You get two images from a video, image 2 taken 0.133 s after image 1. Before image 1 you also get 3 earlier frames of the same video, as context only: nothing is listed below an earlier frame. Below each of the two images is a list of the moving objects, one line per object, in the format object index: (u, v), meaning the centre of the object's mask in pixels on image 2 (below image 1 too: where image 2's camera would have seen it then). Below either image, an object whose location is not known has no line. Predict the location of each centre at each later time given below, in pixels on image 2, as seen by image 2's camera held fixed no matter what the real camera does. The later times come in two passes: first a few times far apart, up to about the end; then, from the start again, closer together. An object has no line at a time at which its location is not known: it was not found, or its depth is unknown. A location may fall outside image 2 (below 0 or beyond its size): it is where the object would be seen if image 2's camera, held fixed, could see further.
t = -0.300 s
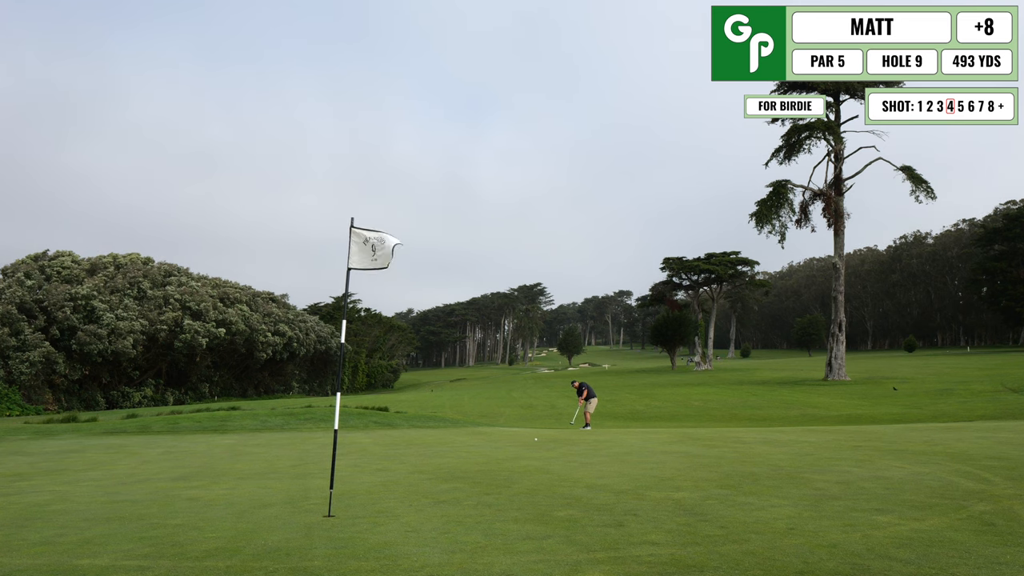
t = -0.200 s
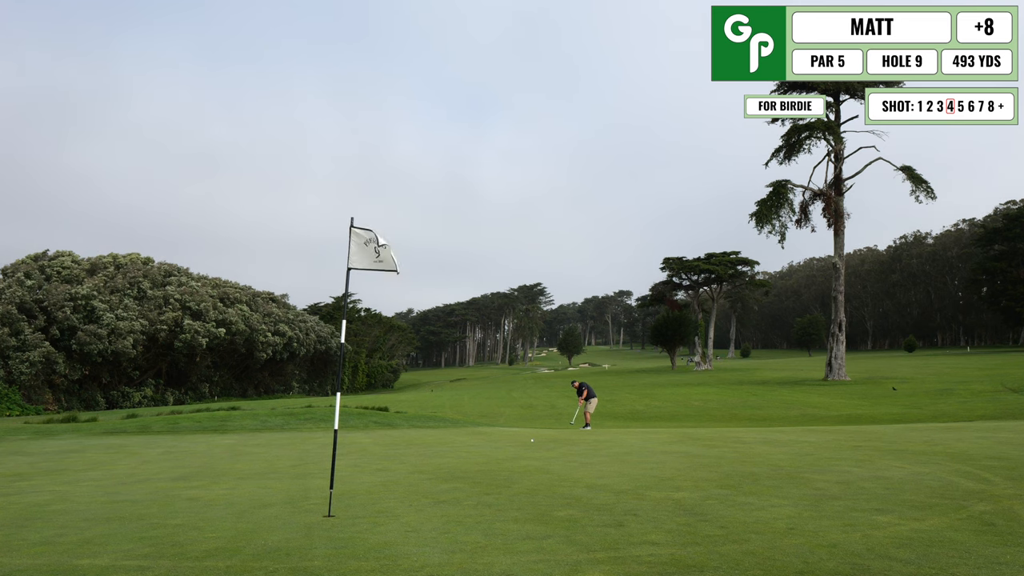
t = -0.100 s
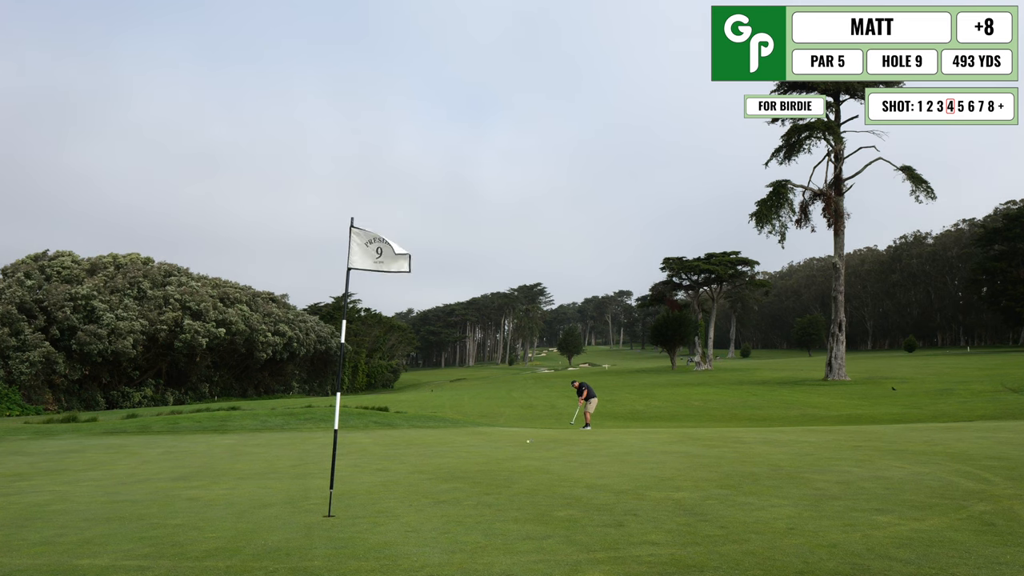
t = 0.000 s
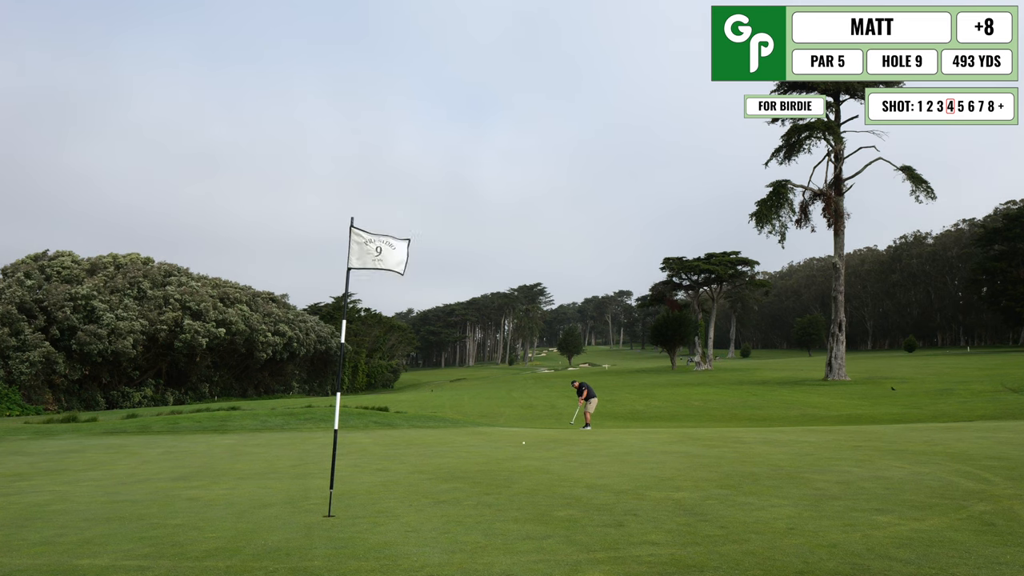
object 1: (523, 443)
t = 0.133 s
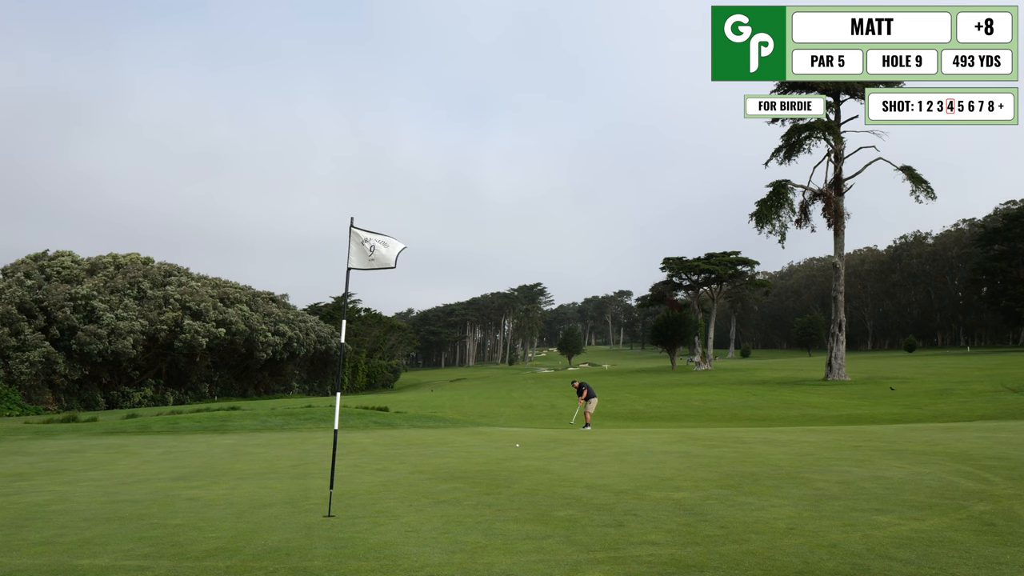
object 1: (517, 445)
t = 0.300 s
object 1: (508, 448)
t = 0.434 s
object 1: (501, 450)
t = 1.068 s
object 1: (457, 463)
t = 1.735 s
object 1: (390, 480)
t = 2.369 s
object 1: (297, 502)
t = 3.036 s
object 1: (163, 532)
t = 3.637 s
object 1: (3, 565)
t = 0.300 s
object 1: (508, 448)
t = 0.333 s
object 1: (507, 449)
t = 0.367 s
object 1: (505, 449)
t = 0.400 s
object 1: (503, 450)
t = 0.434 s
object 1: (501, 450)
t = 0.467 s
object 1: (499, 451)
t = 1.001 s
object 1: (463, 461)
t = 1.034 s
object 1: (460, 462)
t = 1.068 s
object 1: (457, 463)
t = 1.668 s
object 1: (398, 477)
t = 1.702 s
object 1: (394, 478)
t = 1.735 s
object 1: (390, 480)
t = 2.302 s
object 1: (309, 499)
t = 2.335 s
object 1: (303, 501)
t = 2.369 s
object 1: (297, 502)
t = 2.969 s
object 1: (178, 528)
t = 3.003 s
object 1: (171, 530)
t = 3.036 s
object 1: (163, 532)
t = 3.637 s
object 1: (3, 565)
